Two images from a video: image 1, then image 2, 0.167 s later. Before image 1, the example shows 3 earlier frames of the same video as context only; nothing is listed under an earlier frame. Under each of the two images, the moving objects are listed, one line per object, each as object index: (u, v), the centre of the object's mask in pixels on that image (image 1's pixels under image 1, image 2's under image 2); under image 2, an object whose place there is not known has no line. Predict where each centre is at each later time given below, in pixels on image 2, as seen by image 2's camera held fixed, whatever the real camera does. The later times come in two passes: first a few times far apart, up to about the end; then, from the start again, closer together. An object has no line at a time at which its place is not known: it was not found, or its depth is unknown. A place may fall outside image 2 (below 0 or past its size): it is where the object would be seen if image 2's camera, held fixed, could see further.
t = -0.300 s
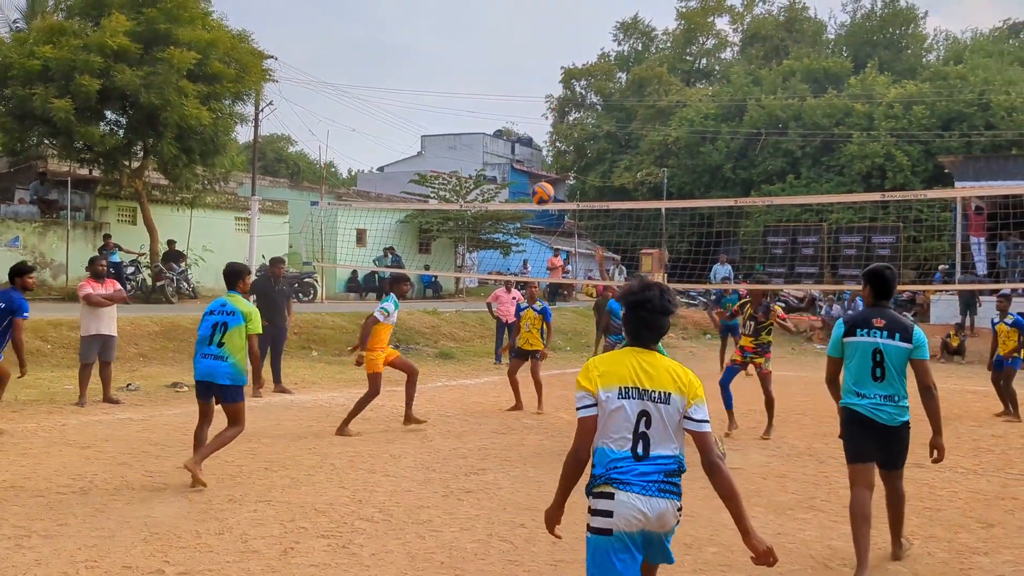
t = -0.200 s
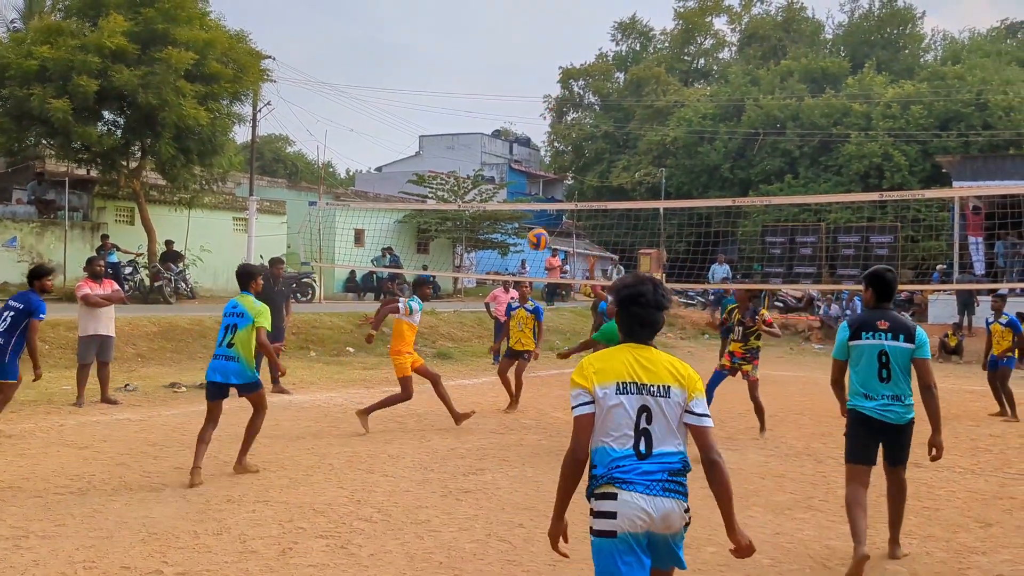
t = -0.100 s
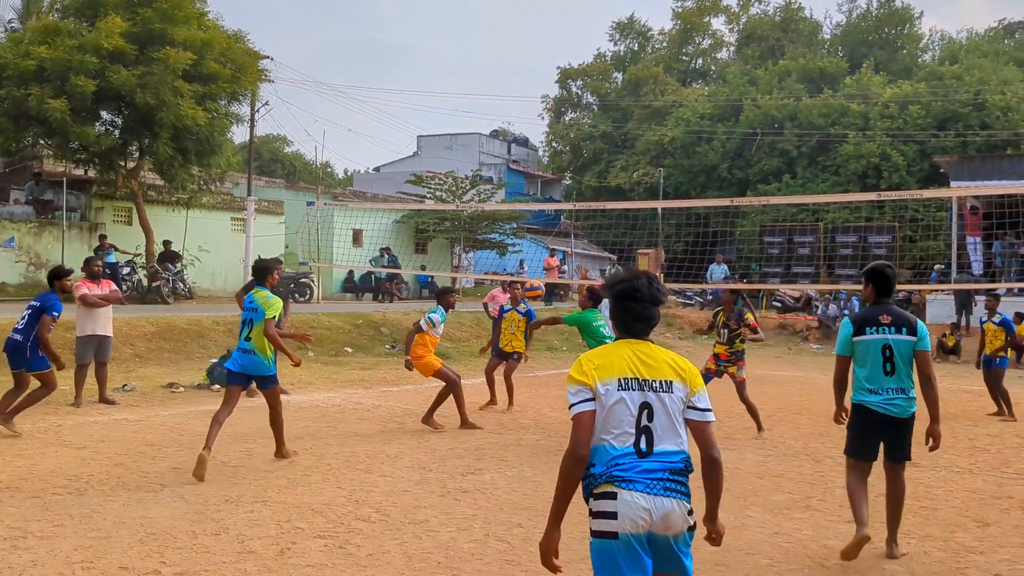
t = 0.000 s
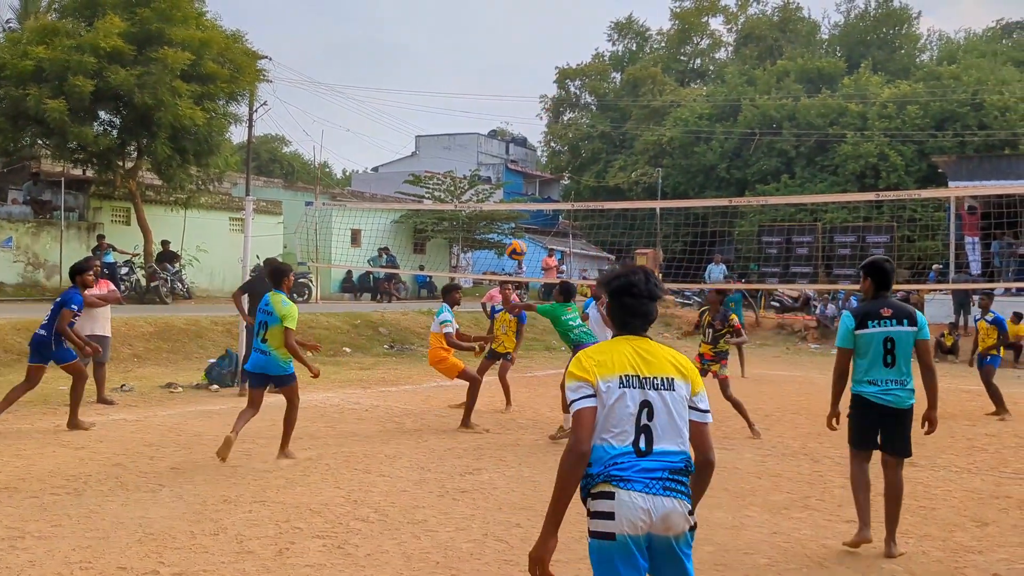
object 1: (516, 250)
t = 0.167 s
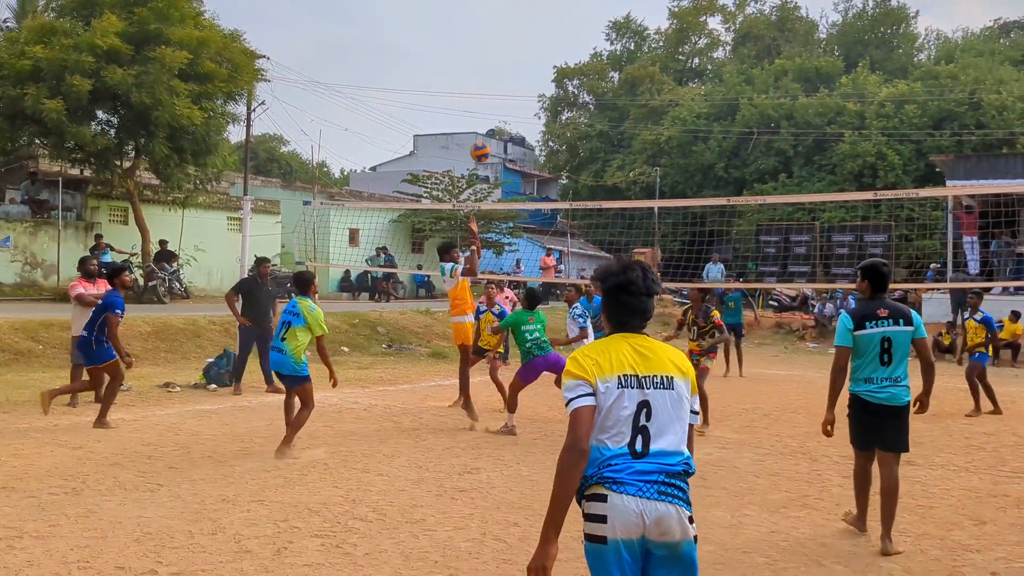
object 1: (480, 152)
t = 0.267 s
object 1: (460, 108)
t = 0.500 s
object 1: (416, 47)
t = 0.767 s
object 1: (369, 42)
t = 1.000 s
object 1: (329, 88)
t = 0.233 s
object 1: (467, 121)
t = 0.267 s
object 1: (460, 108)
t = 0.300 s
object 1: (454, 96)
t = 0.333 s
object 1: (447, 85)
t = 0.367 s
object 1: (441, 75)
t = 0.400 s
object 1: (435, 67)
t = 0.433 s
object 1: (428, 59)
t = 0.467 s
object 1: (422, 53)
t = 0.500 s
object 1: (416, 47)
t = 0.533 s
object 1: (410, 43)
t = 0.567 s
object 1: (404, 40)
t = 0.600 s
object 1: (398, 38)
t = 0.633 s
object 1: (392, 37)
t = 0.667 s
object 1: (386, 37)
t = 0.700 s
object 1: (380, 38)
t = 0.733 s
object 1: (374, 39)
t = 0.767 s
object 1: (369, 42)
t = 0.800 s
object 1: (363, 46)
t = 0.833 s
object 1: (357, 51)
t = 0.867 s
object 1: (351, 57)
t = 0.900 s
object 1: (345, 63)
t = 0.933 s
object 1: (340, 71)
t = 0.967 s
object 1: (334, 79)
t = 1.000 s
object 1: (329, 88)
